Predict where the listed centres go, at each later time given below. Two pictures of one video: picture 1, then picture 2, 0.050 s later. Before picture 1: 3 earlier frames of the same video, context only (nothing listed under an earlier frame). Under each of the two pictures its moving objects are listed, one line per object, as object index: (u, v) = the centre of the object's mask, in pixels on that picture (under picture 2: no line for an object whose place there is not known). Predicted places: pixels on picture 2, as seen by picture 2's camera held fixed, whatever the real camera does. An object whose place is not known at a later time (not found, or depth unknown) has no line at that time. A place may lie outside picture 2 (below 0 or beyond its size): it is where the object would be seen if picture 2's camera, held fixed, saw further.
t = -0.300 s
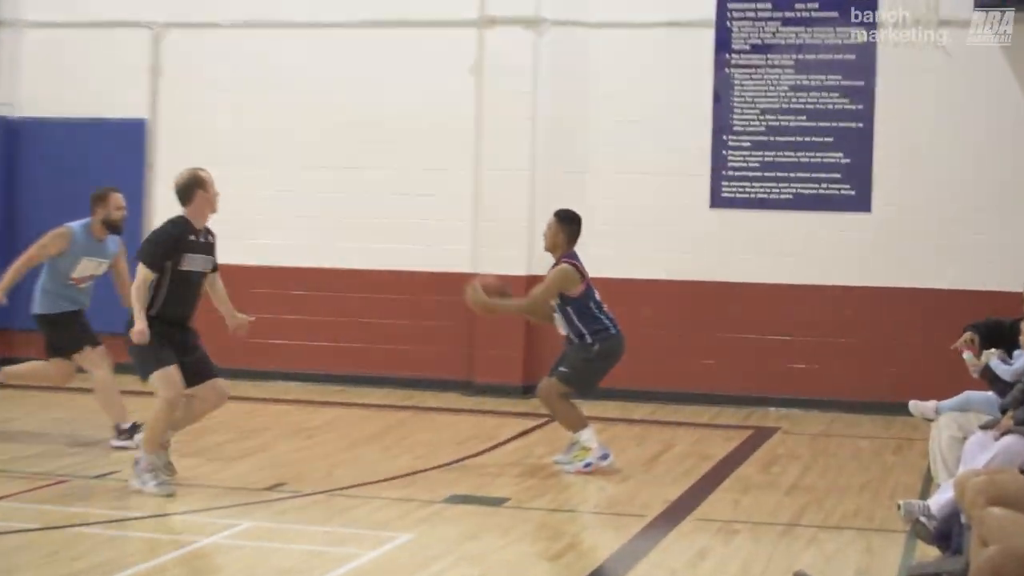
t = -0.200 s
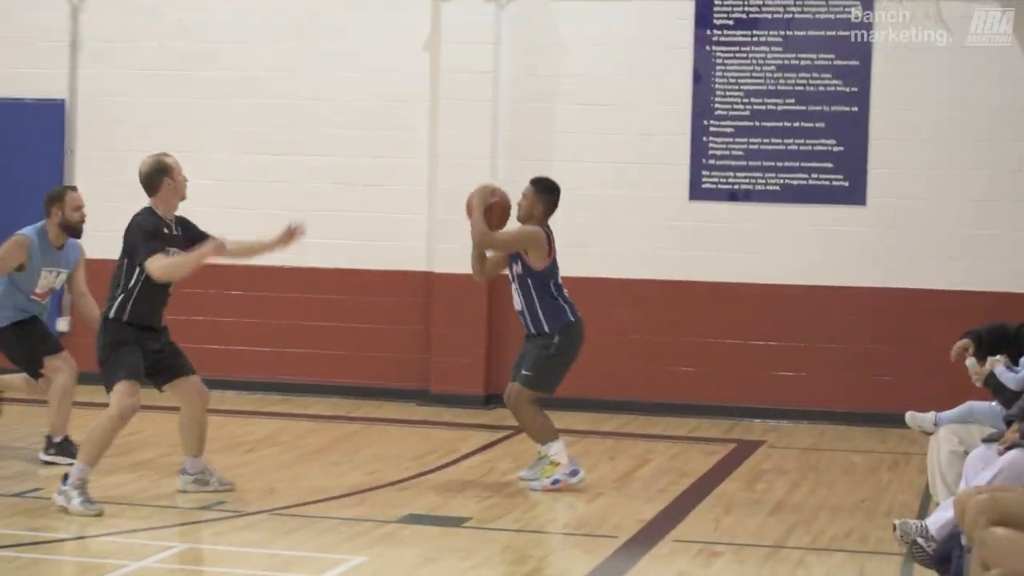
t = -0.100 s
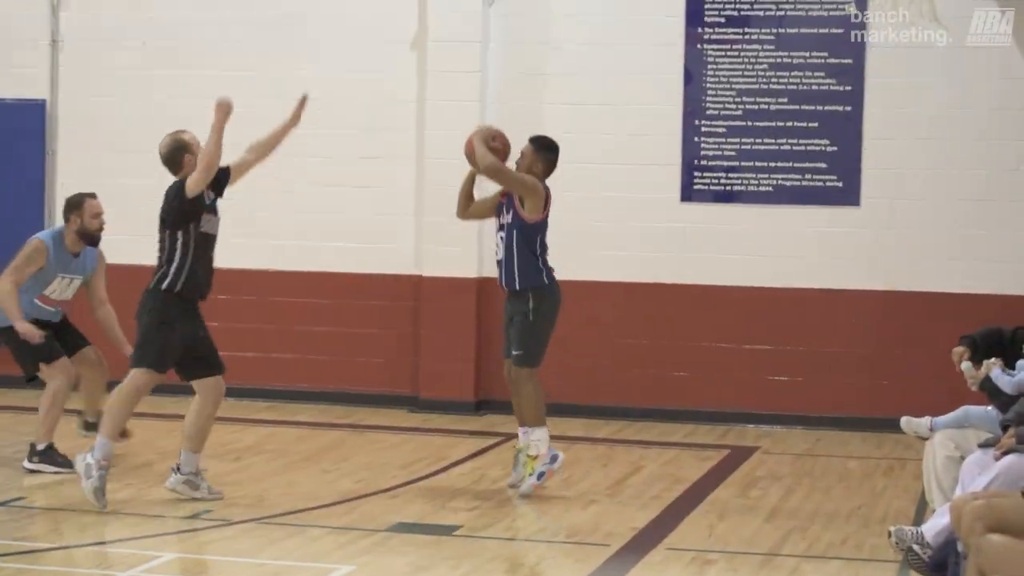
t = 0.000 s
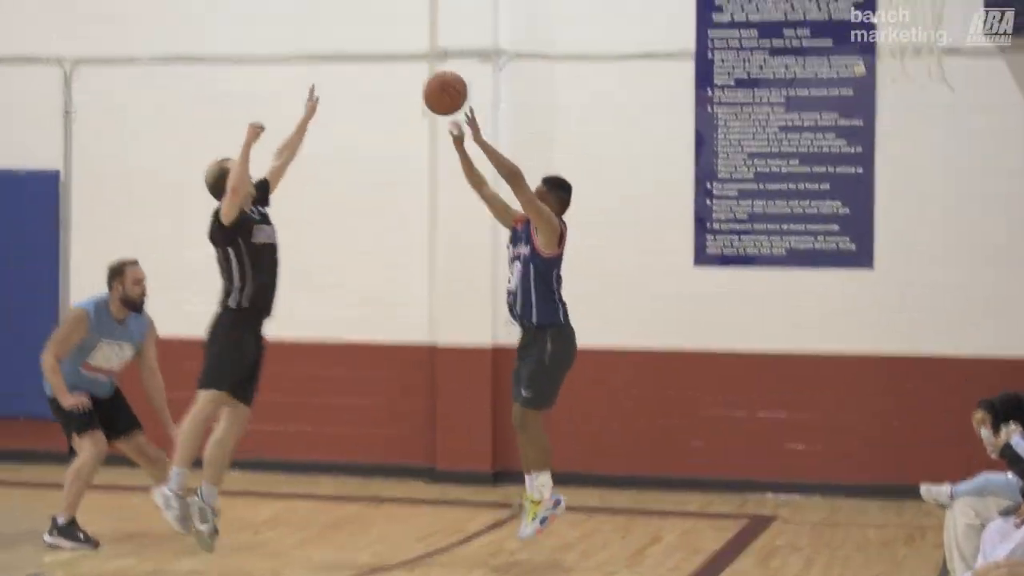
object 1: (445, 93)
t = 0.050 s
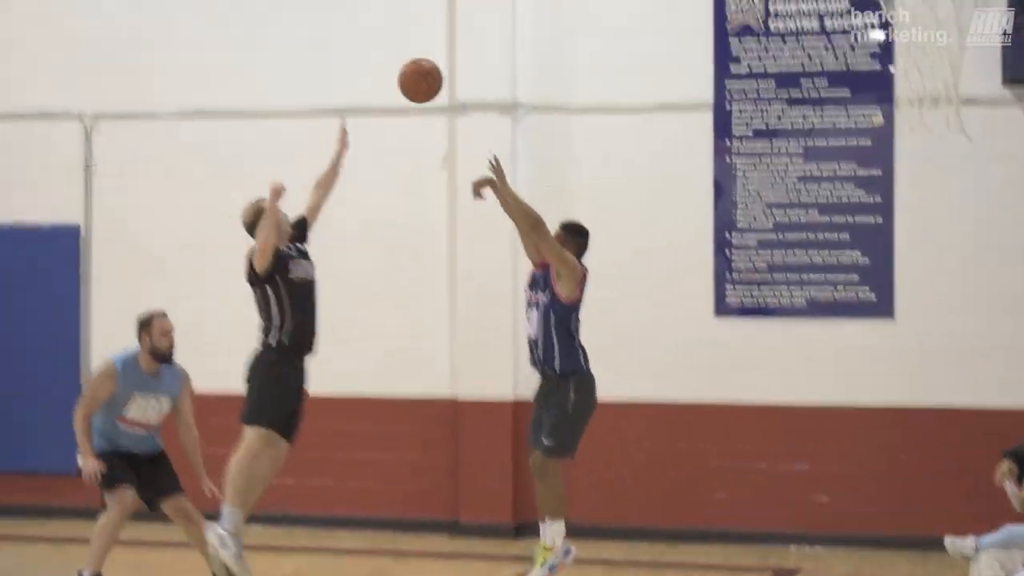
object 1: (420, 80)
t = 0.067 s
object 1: (405, 60)
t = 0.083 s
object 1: (391, 40)
